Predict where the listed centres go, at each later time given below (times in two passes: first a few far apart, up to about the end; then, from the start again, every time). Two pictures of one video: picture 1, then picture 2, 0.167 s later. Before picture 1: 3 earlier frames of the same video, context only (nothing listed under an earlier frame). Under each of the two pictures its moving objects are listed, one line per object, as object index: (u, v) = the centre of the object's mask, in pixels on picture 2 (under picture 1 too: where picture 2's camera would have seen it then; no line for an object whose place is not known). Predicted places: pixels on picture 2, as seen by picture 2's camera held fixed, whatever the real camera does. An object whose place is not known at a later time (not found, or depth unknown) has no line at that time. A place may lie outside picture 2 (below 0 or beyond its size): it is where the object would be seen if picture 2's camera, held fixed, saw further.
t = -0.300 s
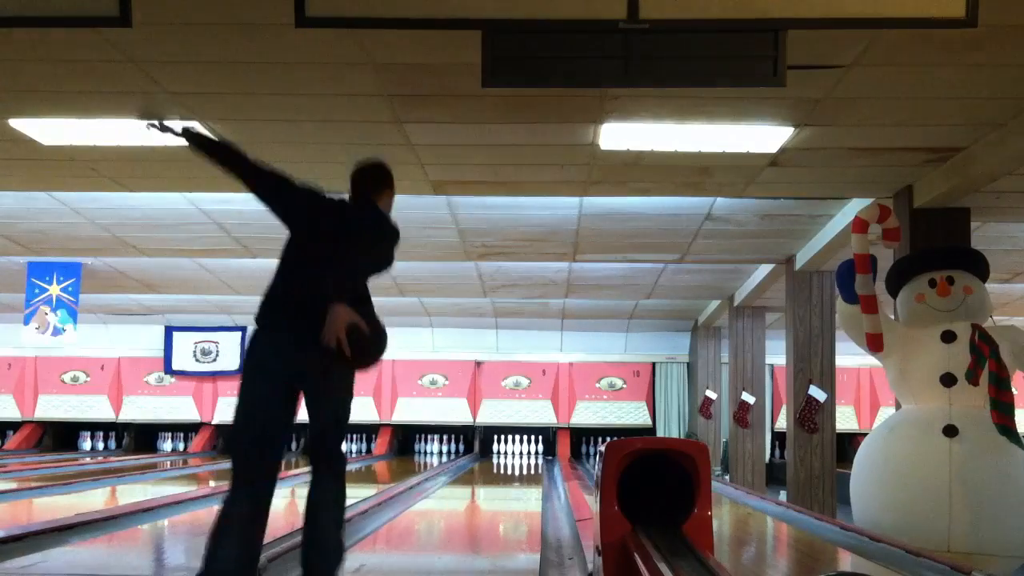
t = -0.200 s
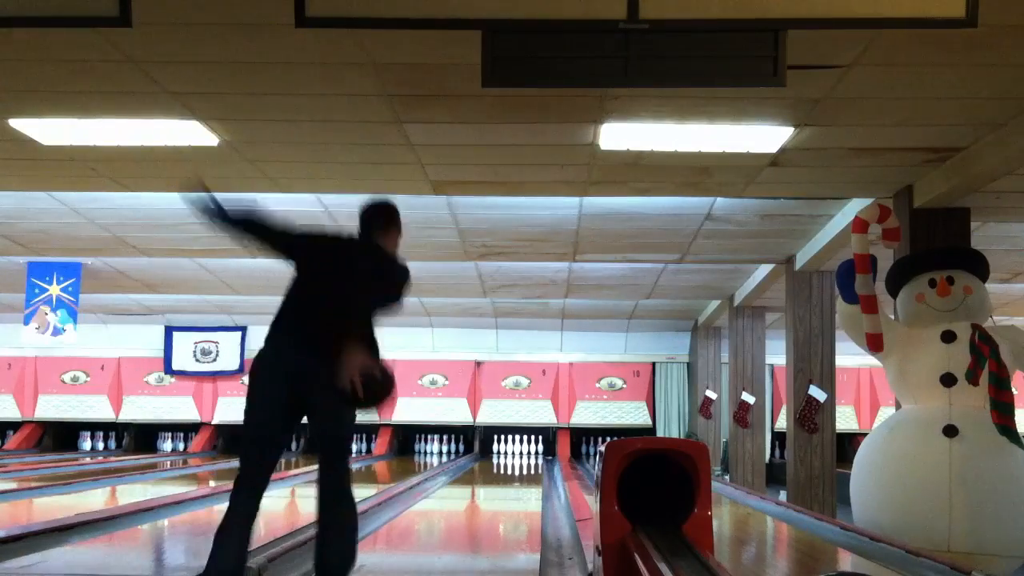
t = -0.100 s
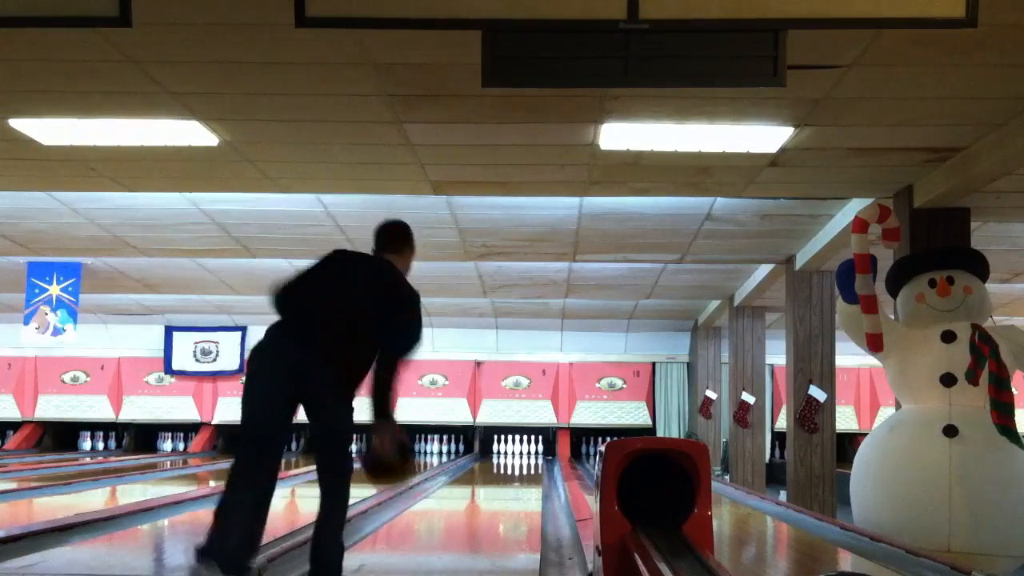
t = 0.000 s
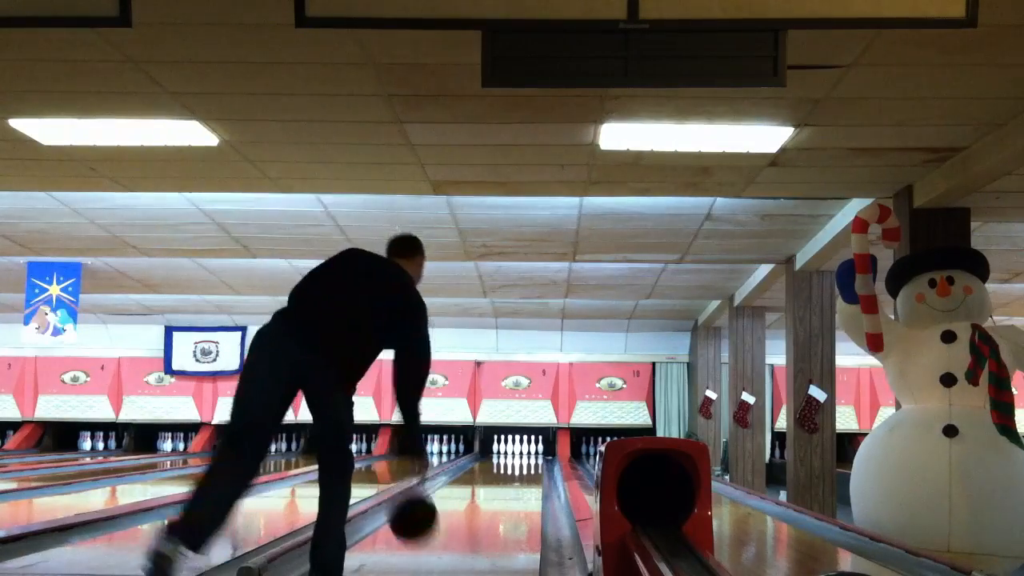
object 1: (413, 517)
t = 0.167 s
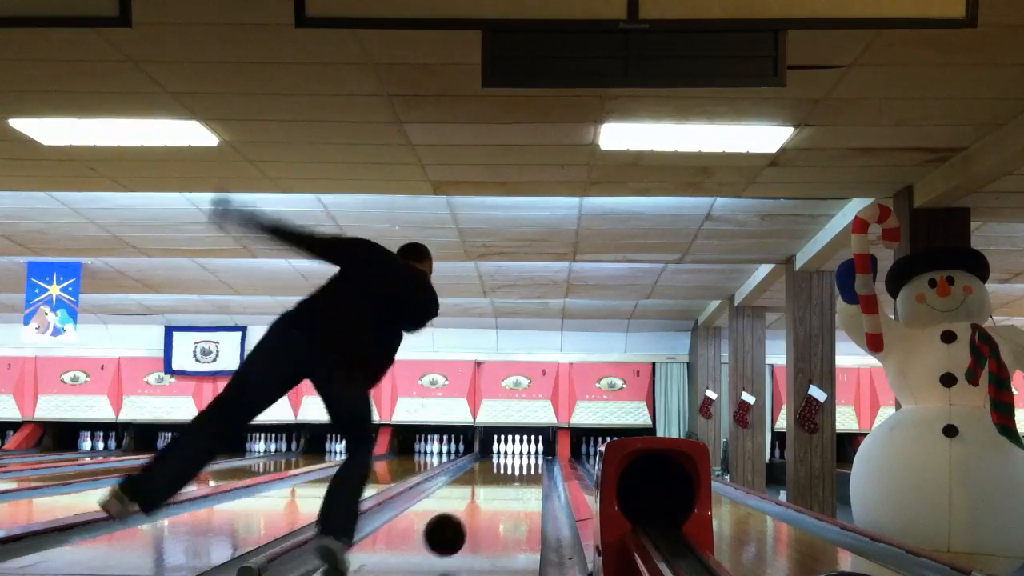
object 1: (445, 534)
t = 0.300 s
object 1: (463, 530)
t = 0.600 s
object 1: (491, 508)
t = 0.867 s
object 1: (508, 495)
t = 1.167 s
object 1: (520, 485)
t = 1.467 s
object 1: (528, 477)
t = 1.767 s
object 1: (534, 471)
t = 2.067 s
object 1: (536, 466)
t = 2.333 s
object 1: (537, 462)
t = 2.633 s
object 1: (536, 459)
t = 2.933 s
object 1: (534, 456)
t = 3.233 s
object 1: (532, 454)
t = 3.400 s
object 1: (532, 453)
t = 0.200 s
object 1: (449, 532)
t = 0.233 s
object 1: (454, 531)
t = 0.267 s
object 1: (459, 532)
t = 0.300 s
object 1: (463, 530)
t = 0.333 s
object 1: (467, 527)
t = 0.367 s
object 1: (470, 524)
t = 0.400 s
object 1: (473, 522)
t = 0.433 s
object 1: (477, 519)
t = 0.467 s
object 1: (480, 517)
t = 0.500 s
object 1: (483, 514)
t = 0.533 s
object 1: (486, 512)
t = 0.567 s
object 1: (488, 510)
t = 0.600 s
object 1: (491, 508)
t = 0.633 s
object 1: (493, 506)
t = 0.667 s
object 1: (496, 505)
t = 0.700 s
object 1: (498, 503)
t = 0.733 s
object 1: (500, 501)
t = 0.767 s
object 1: (502, 500)
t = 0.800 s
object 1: (504, 498)
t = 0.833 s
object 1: (506, 496)
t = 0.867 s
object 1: (508, 495)
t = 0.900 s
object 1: (509, 494)
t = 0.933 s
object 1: (511, 492)
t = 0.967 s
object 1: (512, 491)
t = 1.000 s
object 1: (514, 490)
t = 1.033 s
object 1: (515, 490)
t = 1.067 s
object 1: (517, 489)
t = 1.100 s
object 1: (518, 487)
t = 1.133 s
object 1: (519, 486)
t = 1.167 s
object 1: (520, 485)
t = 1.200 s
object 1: (521, 484)
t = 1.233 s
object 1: (522, 483)
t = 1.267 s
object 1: (523, 483)
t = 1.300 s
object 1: (524, 482)
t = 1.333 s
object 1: (525, 481)
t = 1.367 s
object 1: (526, 480)
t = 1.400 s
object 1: (527, 479)
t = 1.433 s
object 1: (528, 478)
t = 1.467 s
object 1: (528, 477)
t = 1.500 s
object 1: (529, 477)
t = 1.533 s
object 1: (530, 476)
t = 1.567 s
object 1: (530, 475)
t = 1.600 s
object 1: (531, 474)
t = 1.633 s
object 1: (532, 474)
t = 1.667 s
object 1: (533, 473)
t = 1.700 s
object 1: (533, 472)
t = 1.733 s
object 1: (534, 472)
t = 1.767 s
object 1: (534, 471)
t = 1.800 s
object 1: (535, 470)
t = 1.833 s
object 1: (535, 470)
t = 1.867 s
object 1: (535, 469)
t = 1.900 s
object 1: (535, 469)
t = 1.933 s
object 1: (535, 468)
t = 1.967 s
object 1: (536, 467)
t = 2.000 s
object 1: (536, 467)
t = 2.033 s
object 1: (536, 466)
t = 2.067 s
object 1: (536, 466)
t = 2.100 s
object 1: (536, 465)
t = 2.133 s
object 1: (536, 465)
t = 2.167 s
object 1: (537, 465)
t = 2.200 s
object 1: (537, 464)
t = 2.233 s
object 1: (537, 464)
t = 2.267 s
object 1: (537, 463)
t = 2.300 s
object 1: (537, 463)
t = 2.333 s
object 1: (537, 462)
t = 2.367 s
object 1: (537, 462)
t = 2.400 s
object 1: (537, 462)
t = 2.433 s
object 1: (537, 462)
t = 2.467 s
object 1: (537, 461)
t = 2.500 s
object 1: (537, 461)
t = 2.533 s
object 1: (537, 460)
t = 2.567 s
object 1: (537, 460)
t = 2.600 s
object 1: (537, 460)
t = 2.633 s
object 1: (536, 459)
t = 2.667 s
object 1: (536, 459)
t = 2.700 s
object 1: (536, 459)
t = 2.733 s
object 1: (536, 459)
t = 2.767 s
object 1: (535, 458)
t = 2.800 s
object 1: (535, 458)
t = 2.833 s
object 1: (534, 457)
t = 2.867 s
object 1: (534, 457)
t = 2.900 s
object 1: (534, 456)
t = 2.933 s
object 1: (534, 456)
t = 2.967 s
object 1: (534, 456)
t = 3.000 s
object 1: (533, 456)
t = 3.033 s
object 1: (533, 455)
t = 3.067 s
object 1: (533, 455)
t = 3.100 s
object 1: (533, 455)
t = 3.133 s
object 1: (532, 455)
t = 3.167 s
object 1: (532, 455)
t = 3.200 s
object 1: (532, 454)
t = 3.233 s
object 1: (532, 454)
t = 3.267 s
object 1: (532, 454)
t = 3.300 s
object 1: (532, 454)
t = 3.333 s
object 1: (532, 454)
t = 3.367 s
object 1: (532, 453)
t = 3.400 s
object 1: (532, 453)
